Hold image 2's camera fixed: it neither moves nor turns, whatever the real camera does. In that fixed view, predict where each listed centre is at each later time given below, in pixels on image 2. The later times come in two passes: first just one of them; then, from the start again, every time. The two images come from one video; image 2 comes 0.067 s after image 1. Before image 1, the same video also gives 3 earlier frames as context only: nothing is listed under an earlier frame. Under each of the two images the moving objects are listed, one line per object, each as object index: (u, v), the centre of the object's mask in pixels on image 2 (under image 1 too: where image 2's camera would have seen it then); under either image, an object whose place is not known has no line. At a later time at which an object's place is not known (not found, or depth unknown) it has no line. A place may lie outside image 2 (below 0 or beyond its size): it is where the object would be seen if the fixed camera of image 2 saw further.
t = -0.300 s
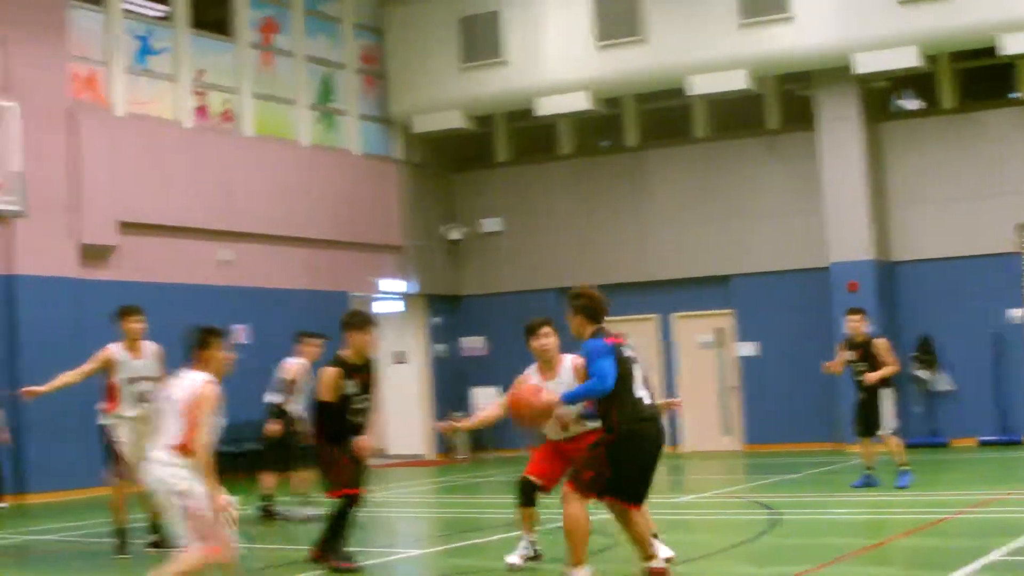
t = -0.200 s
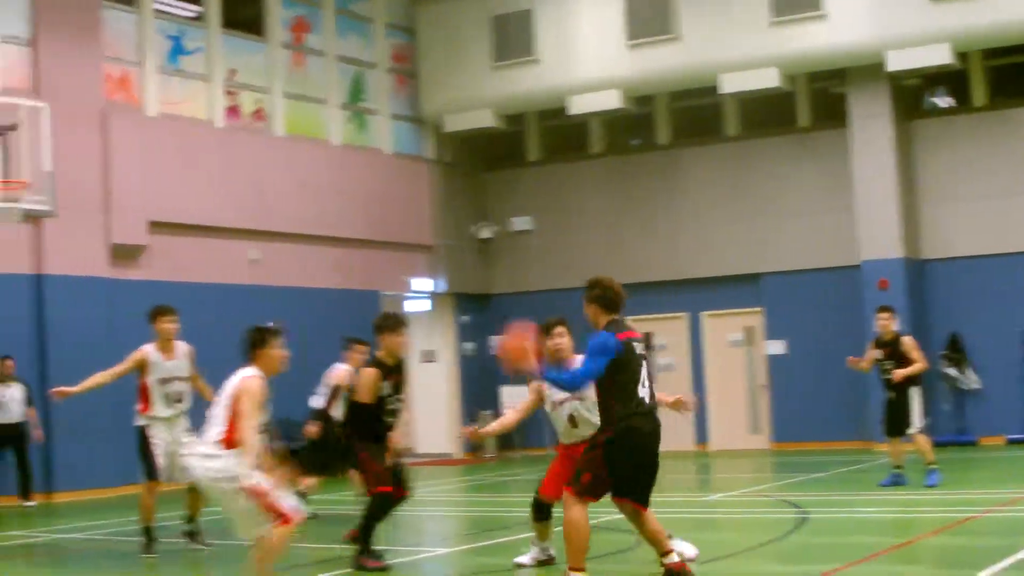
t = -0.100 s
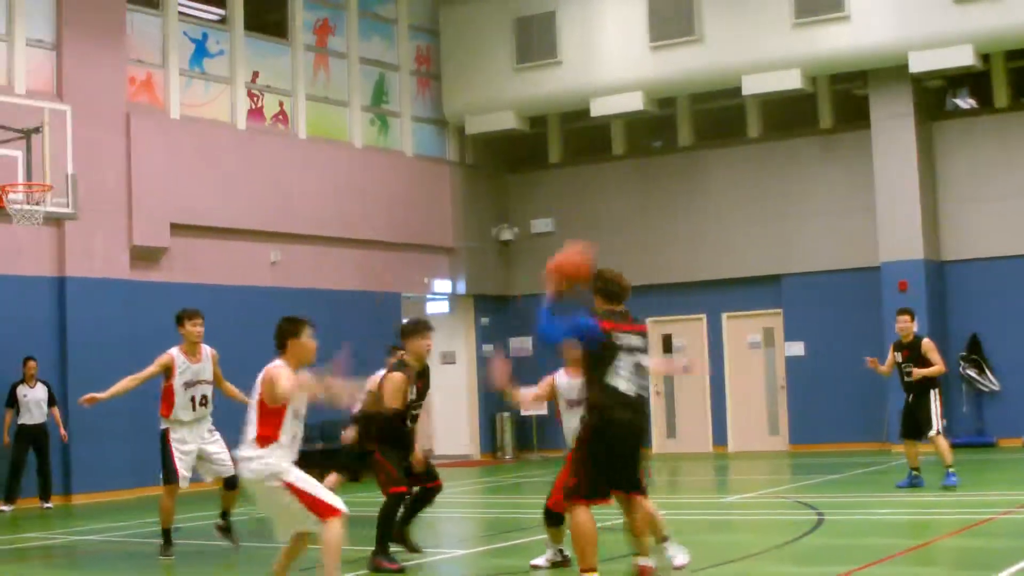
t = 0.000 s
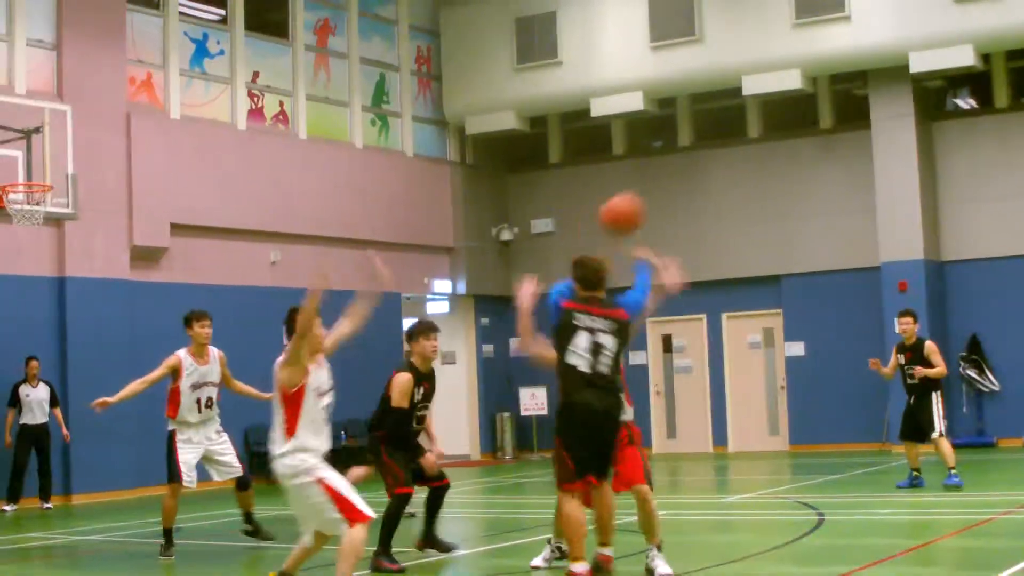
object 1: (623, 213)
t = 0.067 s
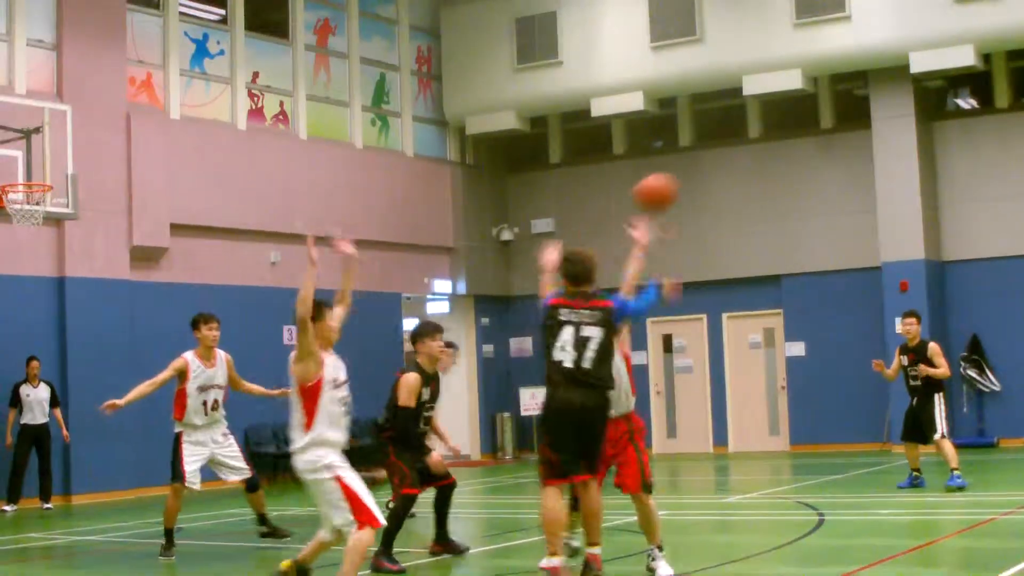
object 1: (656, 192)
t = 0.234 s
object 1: (726, 175)
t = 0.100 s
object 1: (670, 185)
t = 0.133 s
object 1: (685, 180)
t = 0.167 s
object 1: (700, 177)
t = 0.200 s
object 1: (712, 177)
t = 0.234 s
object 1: (726, 175)
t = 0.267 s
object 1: (739, 177)
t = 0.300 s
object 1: (754, 181)
